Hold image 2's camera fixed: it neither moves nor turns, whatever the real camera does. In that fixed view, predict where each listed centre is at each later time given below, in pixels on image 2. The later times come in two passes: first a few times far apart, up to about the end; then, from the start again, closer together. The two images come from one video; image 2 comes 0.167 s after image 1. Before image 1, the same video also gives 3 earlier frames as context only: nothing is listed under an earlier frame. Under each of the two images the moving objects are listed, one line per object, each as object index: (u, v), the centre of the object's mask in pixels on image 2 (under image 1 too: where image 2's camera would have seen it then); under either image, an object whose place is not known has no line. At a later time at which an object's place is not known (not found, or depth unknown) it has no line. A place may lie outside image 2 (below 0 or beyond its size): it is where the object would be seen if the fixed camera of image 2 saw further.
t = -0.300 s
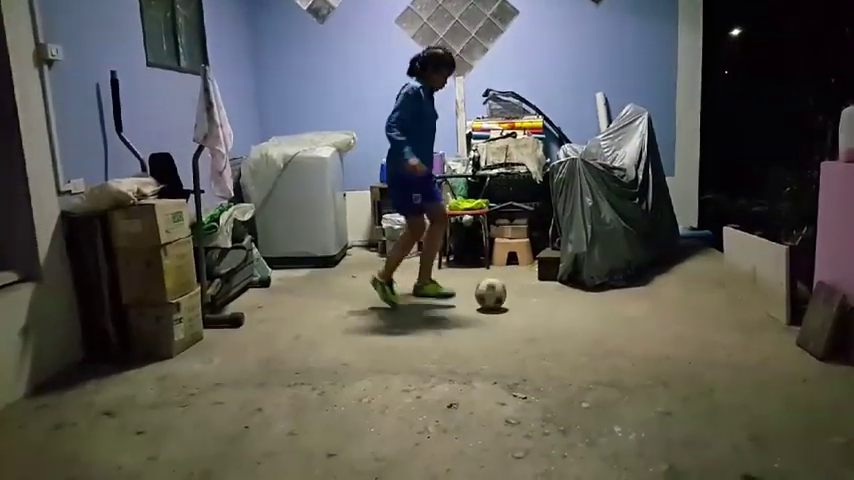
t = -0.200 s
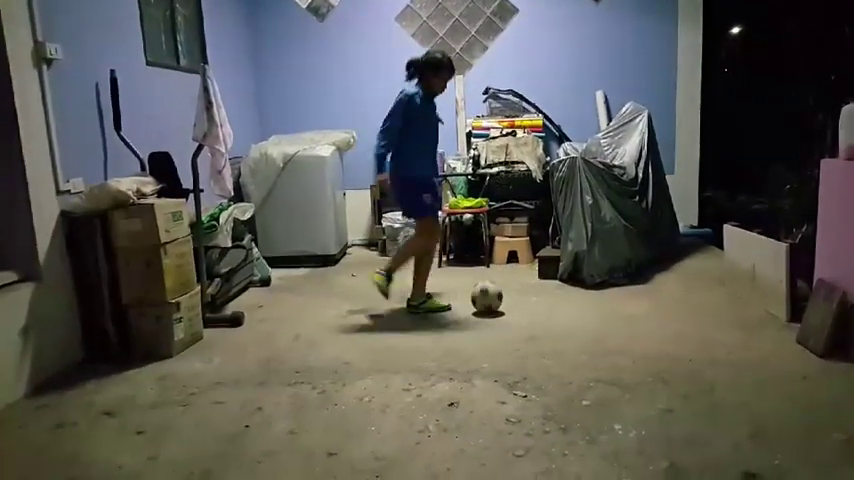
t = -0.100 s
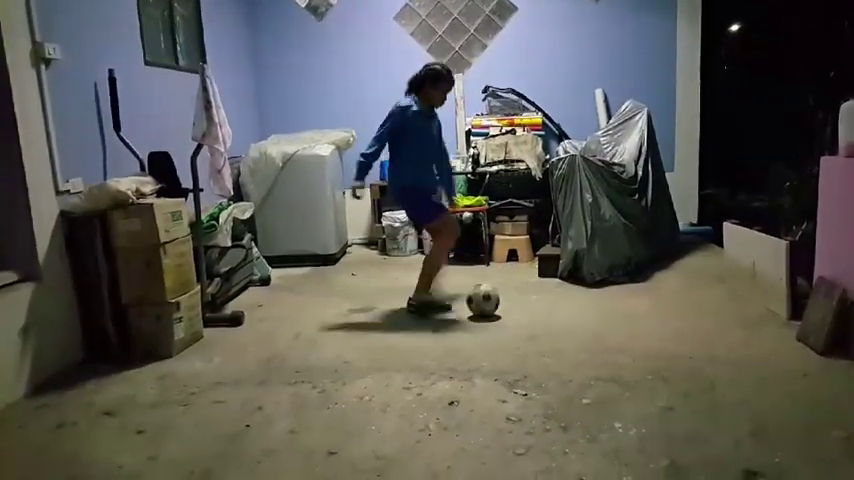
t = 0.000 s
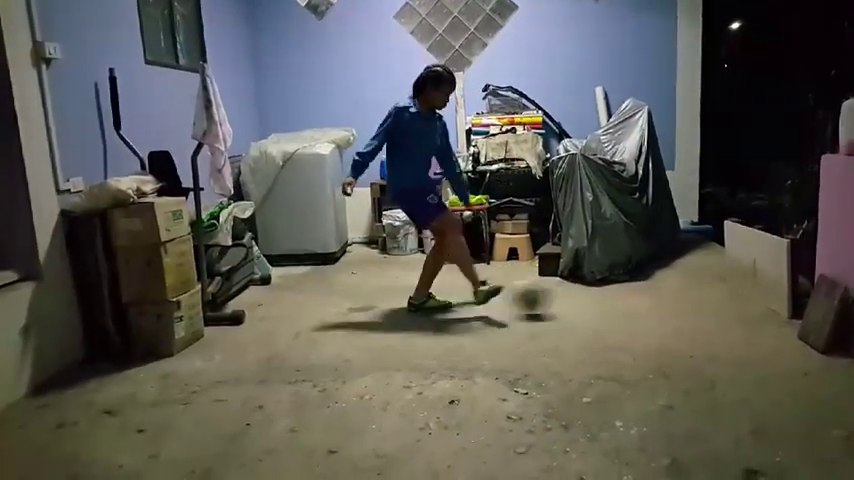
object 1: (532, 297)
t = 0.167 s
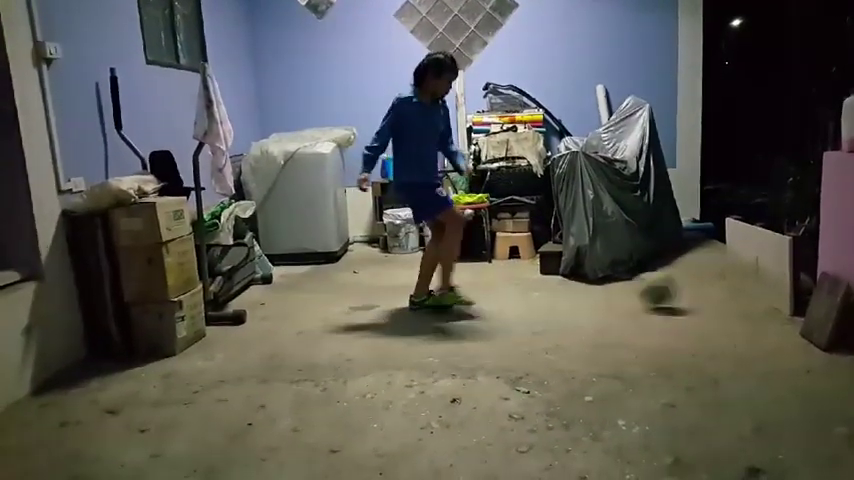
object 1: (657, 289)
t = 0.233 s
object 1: (703, 296)
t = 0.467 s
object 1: (665, 268)
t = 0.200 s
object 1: (678, 288)
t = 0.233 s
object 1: (703, 296)
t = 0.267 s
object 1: (725, 291)
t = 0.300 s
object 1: (755, 291)
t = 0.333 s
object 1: (752, 283)
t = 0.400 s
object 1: (705, 270)
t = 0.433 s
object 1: (685, 268)
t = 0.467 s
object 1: (665, 268)
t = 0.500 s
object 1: (646, 270)
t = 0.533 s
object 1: (628, 275)
